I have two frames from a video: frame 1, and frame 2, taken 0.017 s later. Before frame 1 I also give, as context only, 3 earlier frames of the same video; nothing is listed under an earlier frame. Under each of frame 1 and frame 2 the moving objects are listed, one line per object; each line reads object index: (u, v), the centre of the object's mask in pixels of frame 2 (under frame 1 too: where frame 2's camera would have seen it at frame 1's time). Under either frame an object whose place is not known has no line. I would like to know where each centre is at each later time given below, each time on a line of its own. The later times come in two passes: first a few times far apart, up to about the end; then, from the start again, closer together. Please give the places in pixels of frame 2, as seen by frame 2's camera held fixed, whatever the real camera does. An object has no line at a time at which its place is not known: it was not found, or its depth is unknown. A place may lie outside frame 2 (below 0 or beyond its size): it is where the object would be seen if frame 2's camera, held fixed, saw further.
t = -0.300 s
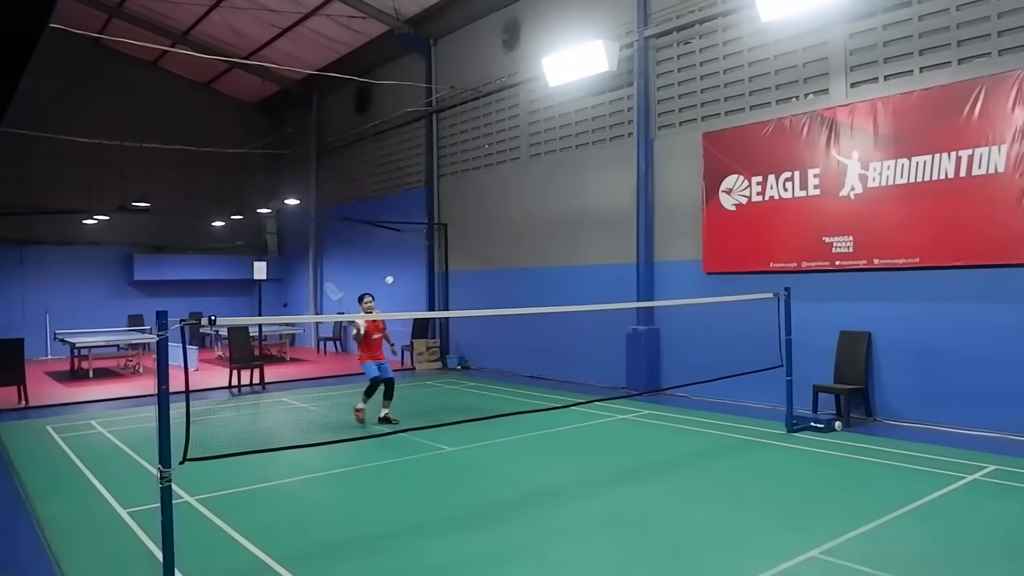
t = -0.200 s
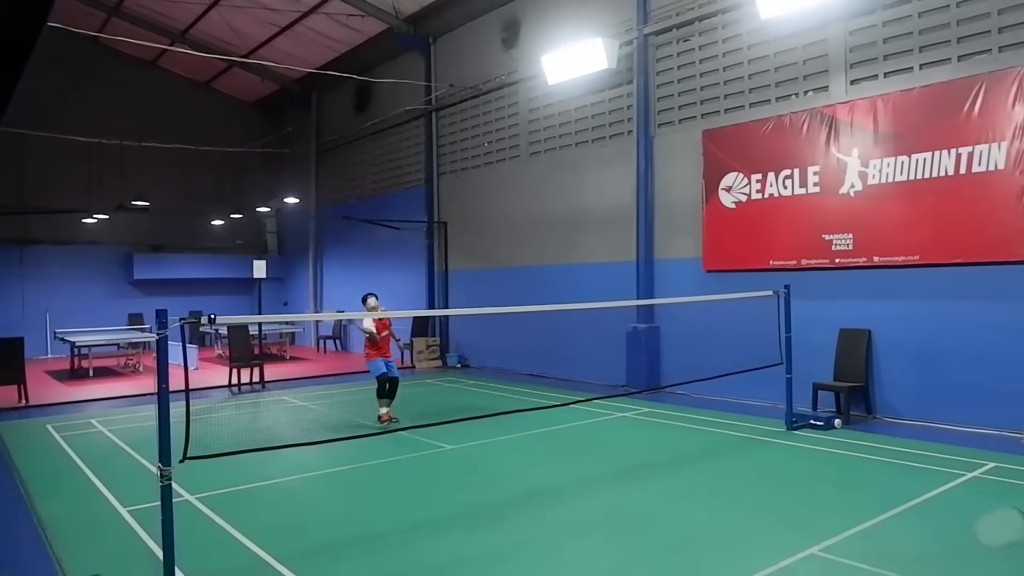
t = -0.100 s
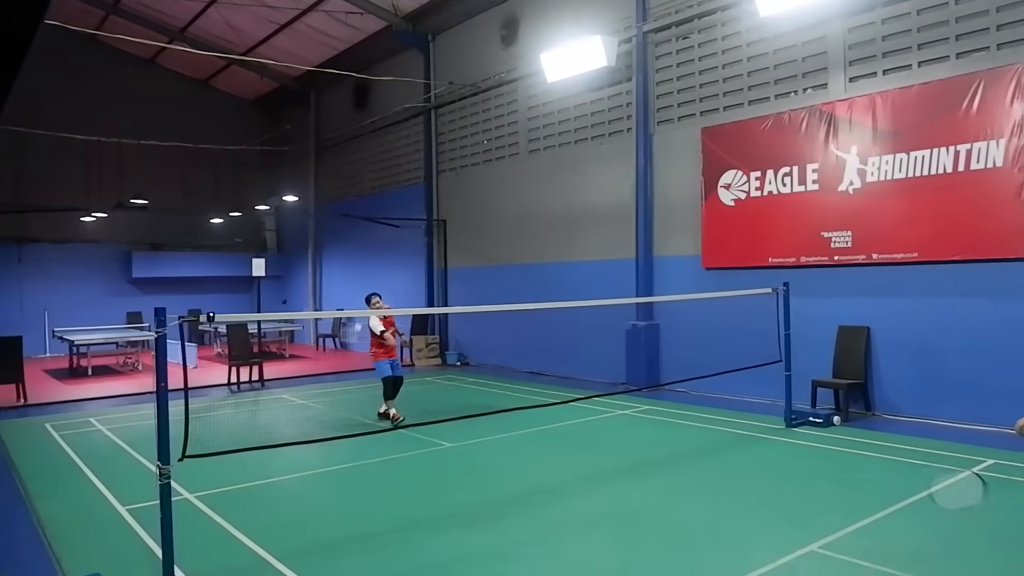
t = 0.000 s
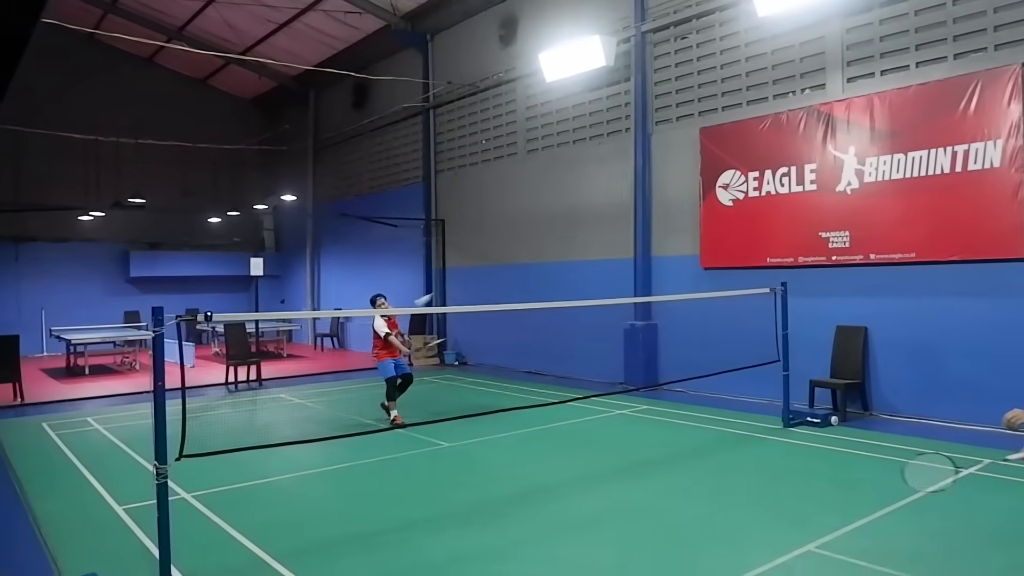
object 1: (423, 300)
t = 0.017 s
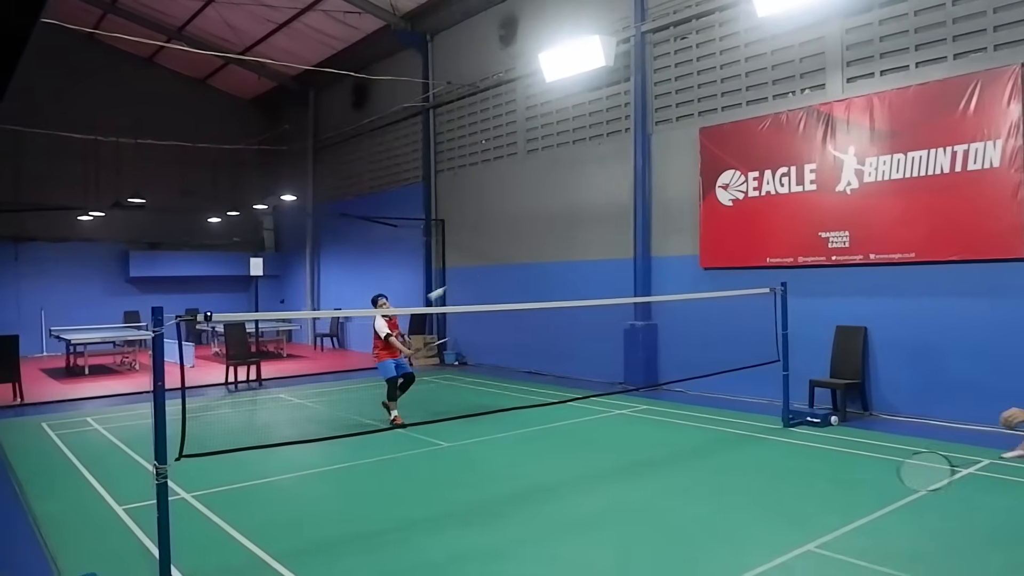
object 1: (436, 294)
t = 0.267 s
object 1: (644, 241)
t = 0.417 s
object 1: (785, 253)
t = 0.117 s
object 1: (516, 262)
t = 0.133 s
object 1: (530, 259)
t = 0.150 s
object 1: (544, 256)
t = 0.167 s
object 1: (558, 253)
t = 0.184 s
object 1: (571, 250)
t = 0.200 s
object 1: (585, 247)
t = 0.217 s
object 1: (600, 245)
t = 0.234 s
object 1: (614, 243)
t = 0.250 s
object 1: (628, 242)
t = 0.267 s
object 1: (644, 241)
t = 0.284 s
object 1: (658, 240)
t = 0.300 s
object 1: (673, 240)
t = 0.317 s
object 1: (688, 241)
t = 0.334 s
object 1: (704, 241)
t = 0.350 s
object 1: (719, 243)
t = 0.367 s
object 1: (735, 245)
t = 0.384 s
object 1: (752, 247)
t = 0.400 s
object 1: (768, 250)
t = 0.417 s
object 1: (785, 253)
